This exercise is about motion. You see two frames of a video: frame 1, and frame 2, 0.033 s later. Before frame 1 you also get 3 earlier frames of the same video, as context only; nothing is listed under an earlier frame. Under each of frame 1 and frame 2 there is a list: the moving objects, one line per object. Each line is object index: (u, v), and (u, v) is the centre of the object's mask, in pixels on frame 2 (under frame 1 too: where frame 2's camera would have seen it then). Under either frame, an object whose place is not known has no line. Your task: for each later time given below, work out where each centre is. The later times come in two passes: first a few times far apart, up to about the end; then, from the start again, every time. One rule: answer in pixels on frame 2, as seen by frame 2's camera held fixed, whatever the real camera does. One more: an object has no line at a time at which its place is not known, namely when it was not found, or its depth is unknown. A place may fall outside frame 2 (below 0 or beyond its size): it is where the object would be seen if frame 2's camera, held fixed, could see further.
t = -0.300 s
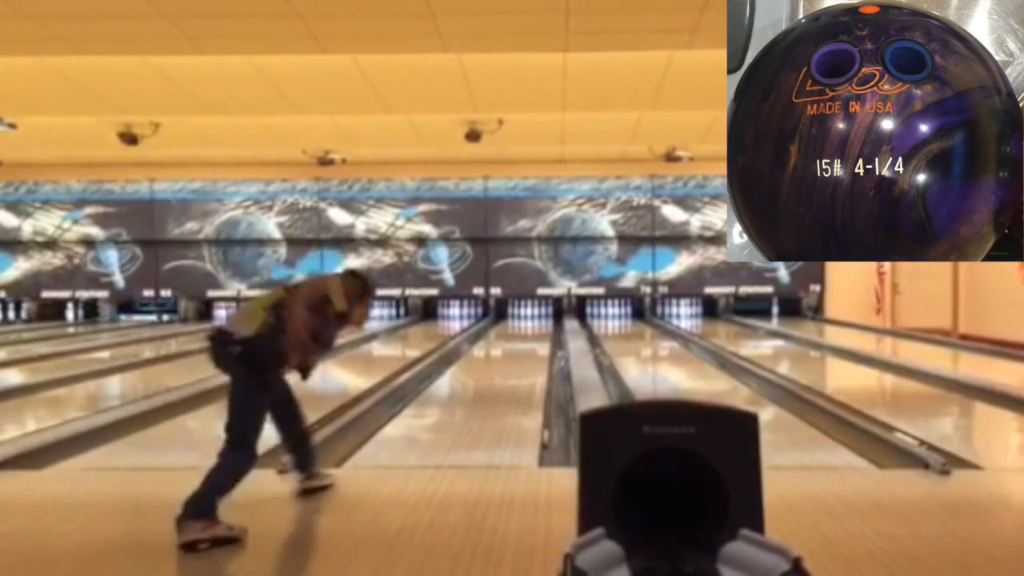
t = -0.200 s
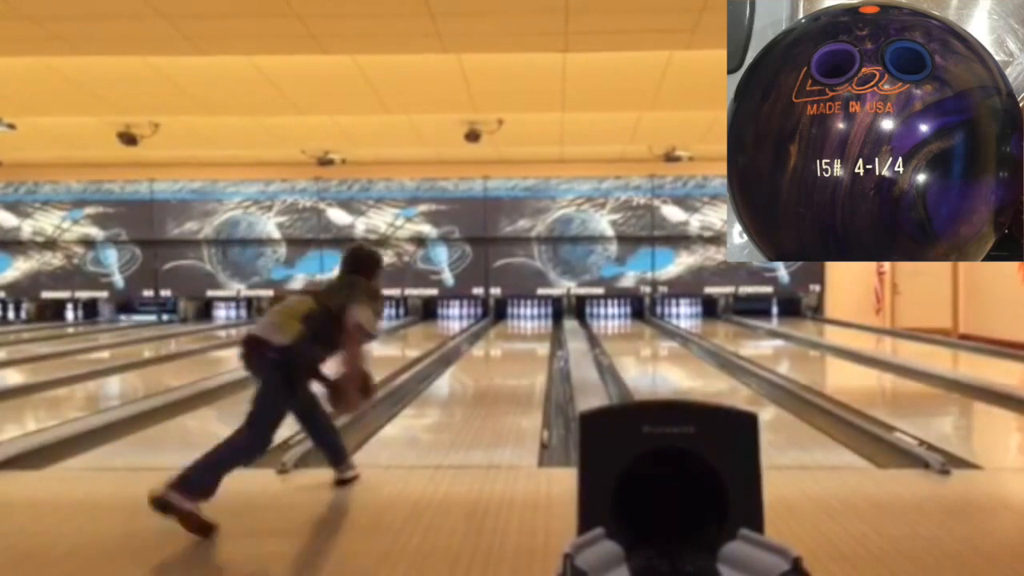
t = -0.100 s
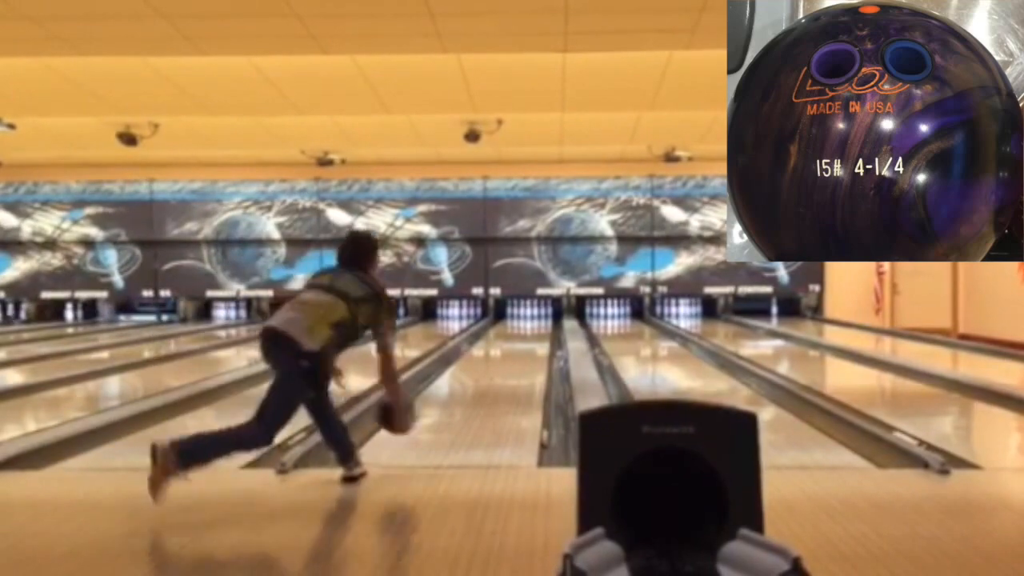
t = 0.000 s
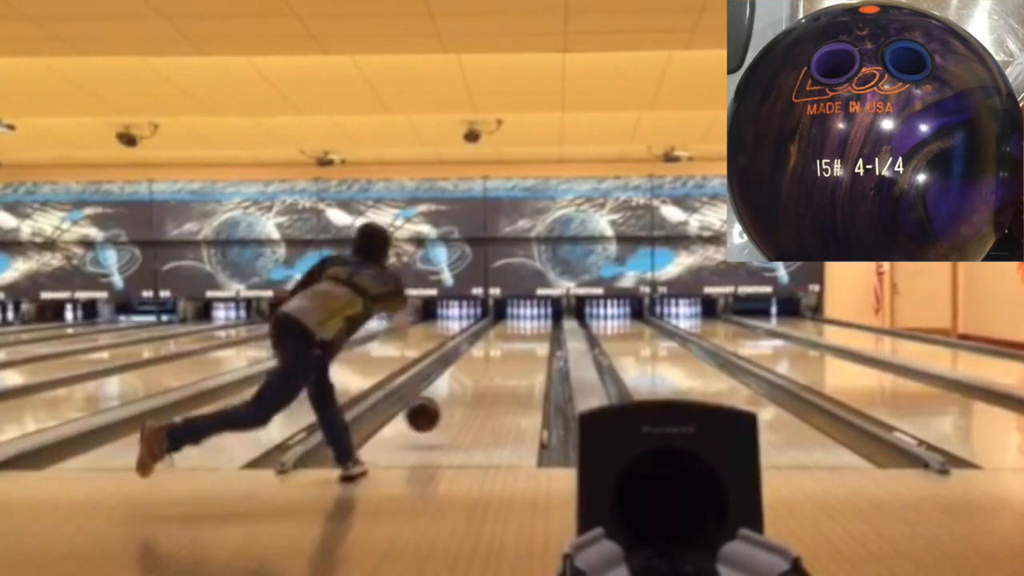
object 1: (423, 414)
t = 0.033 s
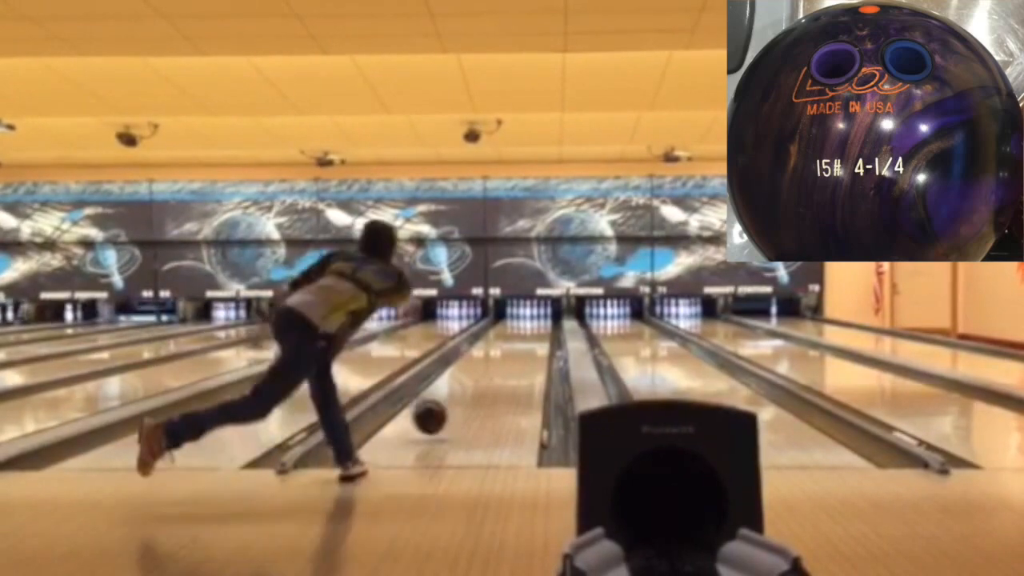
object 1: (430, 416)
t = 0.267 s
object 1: (468, 391)
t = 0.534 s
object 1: (494, 367)
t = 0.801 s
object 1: (512, 351)
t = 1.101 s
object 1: (525, 339)
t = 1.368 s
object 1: (533, 330)
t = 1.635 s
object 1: (538, 325)
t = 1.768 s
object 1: (539, 321)
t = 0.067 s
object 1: (436, 417)
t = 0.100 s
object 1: (443, 410)
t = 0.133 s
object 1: (448, 405)
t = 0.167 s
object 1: (454, 402)
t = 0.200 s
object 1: (459, 398)
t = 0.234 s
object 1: (463, 395)
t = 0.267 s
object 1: (468, 391)
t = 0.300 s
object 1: (472, 387)
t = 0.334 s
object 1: (475, 384)
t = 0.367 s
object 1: (479, 380)
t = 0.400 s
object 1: (483, 377)
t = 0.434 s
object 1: (486, 375)
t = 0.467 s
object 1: (489, 372)
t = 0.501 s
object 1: (492, 369)
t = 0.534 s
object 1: (494, 367)
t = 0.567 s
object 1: (497, 365)
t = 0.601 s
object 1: (499, 362)
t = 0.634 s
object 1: (502, 360)
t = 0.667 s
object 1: (504, 358)
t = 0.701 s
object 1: (506, 357)
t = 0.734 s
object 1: (508, 354)
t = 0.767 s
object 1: (510, 353)
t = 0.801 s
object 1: (512, 351)
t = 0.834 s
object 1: (514, 350)
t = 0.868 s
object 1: (516, 348)
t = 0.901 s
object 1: (517, 346)
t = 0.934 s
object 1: (519, 345)
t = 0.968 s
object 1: (520, 344)
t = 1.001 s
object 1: (521, 343)
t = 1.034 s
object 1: (522, 342)
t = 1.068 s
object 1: (524, 340)
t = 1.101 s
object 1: (525, 339)
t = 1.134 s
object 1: (526, 338)
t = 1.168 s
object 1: (527, 337)
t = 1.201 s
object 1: (528, 336)
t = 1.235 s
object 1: (529, 335)
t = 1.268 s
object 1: (530, 334)
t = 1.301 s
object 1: (531, 333)
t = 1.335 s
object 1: (532, 332)
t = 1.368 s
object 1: (533, 330)
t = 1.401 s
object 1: (534, 329)
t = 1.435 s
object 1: (535, 329)
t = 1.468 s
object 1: (536, 328)
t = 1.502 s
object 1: (536, 328)
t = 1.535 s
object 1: (536, 327)
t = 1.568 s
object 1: (537, 326)
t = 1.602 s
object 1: (538, 325)
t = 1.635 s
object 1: (538, 325)
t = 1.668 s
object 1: (538, 324)
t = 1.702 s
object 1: (539, 323)
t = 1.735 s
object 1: (539, 322)
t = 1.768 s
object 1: (539, 321)
